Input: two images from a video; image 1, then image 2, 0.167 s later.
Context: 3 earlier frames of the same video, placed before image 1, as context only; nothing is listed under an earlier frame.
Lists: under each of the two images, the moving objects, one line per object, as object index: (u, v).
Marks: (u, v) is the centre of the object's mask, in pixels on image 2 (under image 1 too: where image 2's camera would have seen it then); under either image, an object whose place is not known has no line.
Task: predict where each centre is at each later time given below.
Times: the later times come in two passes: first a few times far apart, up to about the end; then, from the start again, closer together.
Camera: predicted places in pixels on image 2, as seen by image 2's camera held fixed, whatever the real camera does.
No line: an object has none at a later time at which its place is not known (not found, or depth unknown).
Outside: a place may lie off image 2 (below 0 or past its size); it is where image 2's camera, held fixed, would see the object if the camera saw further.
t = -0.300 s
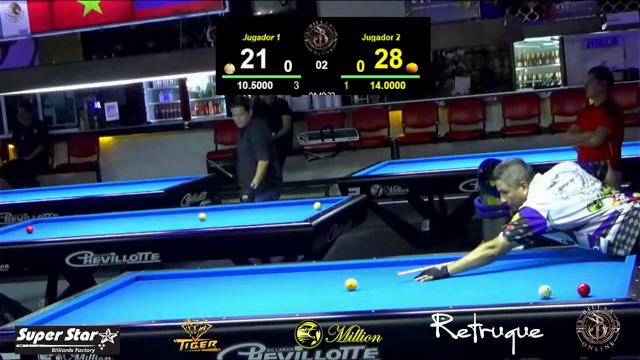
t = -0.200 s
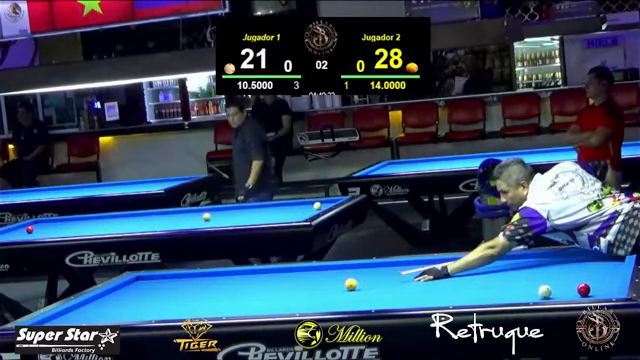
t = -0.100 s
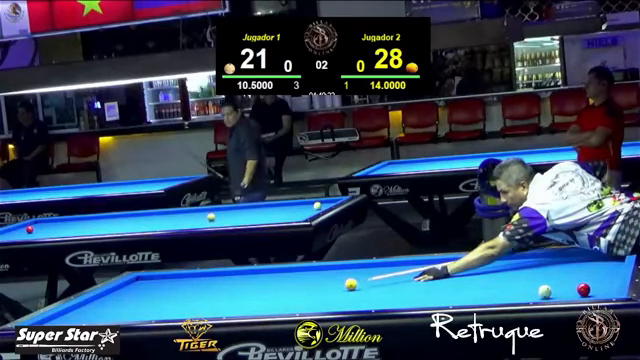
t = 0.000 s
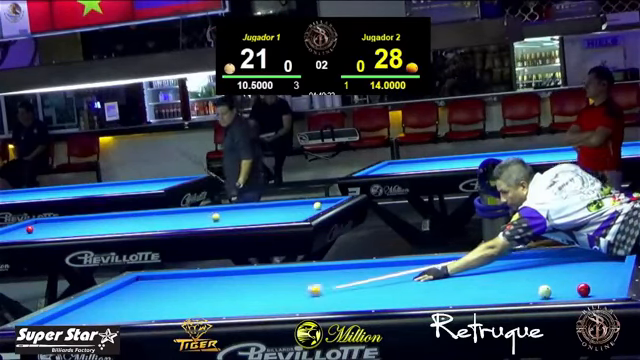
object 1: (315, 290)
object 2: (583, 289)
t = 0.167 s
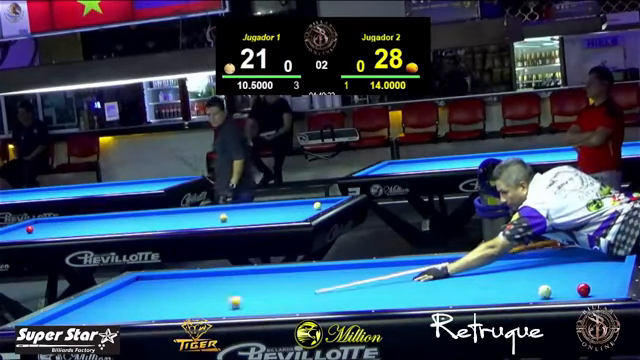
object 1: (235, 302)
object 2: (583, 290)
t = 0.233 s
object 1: (206, 307)
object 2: (583, 289)
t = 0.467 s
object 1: (100, 319)
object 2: (583, 289)
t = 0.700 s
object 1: (60, 315)
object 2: (583, 290)
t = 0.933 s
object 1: (131, 304)
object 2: (583, 289)
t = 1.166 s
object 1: (187, 294)
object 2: (583, 289)
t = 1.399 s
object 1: (239, 284)
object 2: (583, 289)
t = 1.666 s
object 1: (296, 273)
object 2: (583, 289)
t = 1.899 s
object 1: (340, 266)
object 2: (583, 289)
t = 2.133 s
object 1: (371, 268)
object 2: (583, 289)
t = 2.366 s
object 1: (403, 270)
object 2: (583, 289)
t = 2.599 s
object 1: (437, 271)
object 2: (583, 289)
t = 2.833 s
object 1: (471, 274)
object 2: (583, 289)
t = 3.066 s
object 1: (507, 275)
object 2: (583, 289)
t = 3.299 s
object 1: (545, 278)
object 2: (583, 289)
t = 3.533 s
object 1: (583, 279)
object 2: (583, 290)
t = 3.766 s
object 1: (610, 282)
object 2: (583, 290)
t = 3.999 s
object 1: (588, 287)
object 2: (578, 291)
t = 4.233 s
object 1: (575, 288)
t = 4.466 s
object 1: (564, 289)
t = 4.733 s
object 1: (556, 289)
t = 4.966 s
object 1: (552, 289)
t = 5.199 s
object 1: (550, 288)
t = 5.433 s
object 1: (547, 288)
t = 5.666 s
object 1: (545, 288)
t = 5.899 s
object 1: (544, 288)
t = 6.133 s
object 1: (544, 288)
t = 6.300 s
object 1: (544, 287)
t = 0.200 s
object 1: (220, 304)
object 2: (583, 289)
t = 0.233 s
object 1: (206, 307)
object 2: (583, 289)
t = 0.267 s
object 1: (190, 310)
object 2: (583, 290)
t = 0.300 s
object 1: (175, 311)
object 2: (583, 289)
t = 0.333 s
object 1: (160, 314)
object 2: (583, 289)
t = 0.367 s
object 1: (145, 315)
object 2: (583, 289)
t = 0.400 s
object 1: (130, 316)
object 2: (583, 289)
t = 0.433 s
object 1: (114, 317)
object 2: (583, 289)
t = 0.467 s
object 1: (100, 319)
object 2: (583, 289)
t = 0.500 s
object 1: (93, 319)
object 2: (583, 289)
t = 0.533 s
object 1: (84, 319)
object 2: (583, 290)
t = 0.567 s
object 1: (75, 319)
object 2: (583, 290)
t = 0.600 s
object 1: (67, 318)
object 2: (583, 290)
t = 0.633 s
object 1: (58, 318)
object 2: (583, 290)
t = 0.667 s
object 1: (50, 318)
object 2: (583, 290)
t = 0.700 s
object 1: (60, 315)
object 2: (583, 290)
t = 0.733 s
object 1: (71, 314)
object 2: (583, 289)
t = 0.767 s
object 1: (82, 313)
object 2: (583, 290)
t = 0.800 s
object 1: (94, 310)
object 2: (583, 289)
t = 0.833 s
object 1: (104, 309)
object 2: (583, 290)
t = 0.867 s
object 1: (113, 307)
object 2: (583, 289)
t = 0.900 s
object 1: (122, 306)
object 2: (583, 289)
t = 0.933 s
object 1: (131, 304)
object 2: (583, 289)
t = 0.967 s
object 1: (140, 302)
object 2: (583, 290)
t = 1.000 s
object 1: (148, 301)
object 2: (583, 289)
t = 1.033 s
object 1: (156, 299)
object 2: (583, 290)
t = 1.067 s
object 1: (164, 298)
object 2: (583, 290)
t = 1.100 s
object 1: (171, 296)
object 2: (583, 290)
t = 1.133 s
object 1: (179, 295)
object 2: (583, 289)
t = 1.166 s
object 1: (187, 294)
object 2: (583, 289)
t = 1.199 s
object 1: (194, 292)
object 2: (583, 289)
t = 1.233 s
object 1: (202, 291)
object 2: (583, 289)
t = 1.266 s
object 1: (209, 289)
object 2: (583, 289)
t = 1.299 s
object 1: (217, 288)
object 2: (583, 289)
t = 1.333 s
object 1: (224, 287)
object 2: (583, 289)
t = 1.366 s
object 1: (232, 285)
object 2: (583, 289)
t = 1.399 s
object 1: (239, 284)
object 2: (583, 289)
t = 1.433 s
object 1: (246, 282)
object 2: (583, 290)
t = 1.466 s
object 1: (253, 281)
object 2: (583, 289)
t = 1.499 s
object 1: (261, 279)
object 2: (583, 289)
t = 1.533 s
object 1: (268, 278)
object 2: (583, 289)
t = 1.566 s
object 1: (275, 277)
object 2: (583, 289)
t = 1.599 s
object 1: (282, 276)
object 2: (583, 289)
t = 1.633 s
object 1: (289, 274)
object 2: (583, 289)
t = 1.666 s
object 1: (296, 273)
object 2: (583, 289)
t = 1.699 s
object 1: (303, 272)
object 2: (583, 289)
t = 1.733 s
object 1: (309, 270)
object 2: (583, 289)
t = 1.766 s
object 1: (316, 269)
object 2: (583, 289)
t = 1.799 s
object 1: (323, 267)
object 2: (583, 289)
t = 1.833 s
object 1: (329, 266)
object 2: (583, 289)
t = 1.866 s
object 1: (336, 266)
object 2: (583, 289)
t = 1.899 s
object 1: (340, 266)
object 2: (583, 289)
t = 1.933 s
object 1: (344, 266)
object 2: (583, 289)
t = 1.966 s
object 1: (348, 266)
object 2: (583, 289)
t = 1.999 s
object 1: (353, 267)
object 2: (583, 289)
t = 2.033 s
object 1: (357, 267)
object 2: (583, 289)
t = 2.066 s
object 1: (362, 267)
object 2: (583, 289)
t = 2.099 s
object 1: (366, 268)
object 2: (583, 289)
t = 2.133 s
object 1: (371, 268)
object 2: (583, 289)
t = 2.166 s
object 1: (376, 268)
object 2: (583, 289)
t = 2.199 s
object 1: (380, 268)
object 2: (583, 289)
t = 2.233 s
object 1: (385, 269)
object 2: (583, 289)
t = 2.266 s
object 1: (389, 269)
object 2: (583, 289)
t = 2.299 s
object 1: (394, 269)
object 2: (583, 289)
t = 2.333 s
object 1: (398, 269)
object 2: (583, 289)
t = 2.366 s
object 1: (403, 270)
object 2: (583, 289)
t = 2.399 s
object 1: (408, 270)
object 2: (583, 289)
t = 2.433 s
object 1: (412, 270)
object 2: (583, 289)
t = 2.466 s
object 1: (417, 270)
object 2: (583, 289)
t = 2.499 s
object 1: (422, 271)
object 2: (583, 289)
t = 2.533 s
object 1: (427, 271)
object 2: (583, 289)
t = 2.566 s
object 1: (432, 271)
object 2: (583, 289)
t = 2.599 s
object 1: (437, 271)
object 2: (583, 289)
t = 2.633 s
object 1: (441, 272)
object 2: (583, 289)
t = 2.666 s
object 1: (446, 272)
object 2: (583, 289)
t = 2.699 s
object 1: (451, 272)
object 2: (583, 289)
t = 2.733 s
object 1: (456, 273)
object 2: (583, 289)
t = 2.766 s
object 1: (461, 273)
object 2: (583, 289)
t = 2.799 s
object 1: (466, 273)
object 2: (583, 289)
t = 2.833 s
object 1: (471, 274)
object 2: (583, 289)
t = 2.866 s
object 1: (476, 274)
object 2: (583, 289)
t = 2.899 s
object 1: (481, 274)
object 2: (583, 289)
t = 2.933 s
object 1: (486, 274)
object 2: (583, 289)
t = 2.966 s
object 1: (492, 275)
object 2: (583, 289)
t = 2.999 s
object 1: (497, 275)
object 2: (583, 289)
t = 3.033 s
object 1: (502, 275)
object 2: (583, 289)
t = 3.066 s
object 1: (507, 275)
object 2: (583, 289)
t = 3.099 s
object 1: (512, 276)
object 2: (583, 289)
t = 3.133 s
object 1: (518, 276)
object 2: (583, 289)
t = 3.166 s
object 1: (523, 276)
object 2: (583, 289)
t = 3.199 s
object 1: (528, 277)
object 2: (583, 289)
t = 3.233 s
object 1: (534, 278)
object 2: (583, 289)
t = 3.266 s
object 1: (539, 278)
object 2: (583, 289)
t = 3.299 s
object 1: (545, 278)
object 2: (583, 289)
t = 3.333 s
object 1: (550, 278)
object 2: (583, 289)
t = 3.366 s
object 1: (556, 278)
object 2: (583, 289)
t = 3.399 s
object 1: (561, 279)
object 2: (583, 289)
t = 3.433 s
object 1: (567, 279)
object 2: (583, 289)
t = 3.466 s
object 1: (572, 279)
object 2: (583, 289)
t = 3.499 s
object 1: (577, 279)
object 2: (583, 289)
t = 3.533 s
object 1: (583, 279)
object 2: (583, 290)
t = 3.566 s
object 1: (589, 279)
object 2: (583, 289)
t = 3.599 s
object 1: (595, 281)
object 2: (583, 289)
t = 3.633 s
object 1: (600, 281)
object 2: (583, 290)
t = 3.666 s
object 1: (606, 281)
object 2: (583, 290)
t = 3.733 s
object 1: (612, 282)
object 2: (583, 290)
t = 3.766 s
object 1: (610, 282)
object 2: (583, 290)
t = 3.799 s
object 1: (606, 284)
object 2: (583, 290)
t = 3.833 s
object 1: (601, 285)
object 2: (583, 290)
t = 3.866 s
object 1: (597, 285)
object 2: (583, 290)
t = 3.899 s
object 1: (594, 286)
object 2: (583, 290)
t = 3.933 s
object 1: (592, 286)
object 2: (582, 290)
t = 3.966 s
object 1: (590, 287)
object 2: (580, 290)
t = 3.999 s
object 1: (588, 287)
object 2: (578, 291)
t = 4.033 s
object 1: (586, 287)
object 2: (576, 292)
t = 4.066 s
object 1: (584, 287)
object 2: (574, 292)
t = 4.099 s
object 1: (582, 287)
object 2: (573, 292)
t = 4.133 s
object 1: (581, 287)
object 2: (571, 293)
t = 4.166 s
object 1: (579, 288)
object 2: (570, 293)
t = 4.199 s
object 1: (577, 288)
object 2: (568, 294)
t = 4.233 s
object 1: (575, 288)
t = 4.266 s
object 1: (574, 288)
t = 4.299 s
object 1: (572, 289)
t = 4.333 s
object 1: (570, 289)
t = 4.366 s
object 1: (569, 289)
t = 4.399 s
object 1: (567, 289)
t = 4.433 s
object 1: (565, 289)
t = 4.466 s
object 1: (564, 289)
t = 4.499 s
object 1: (562, 289)
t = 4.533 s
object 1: (561, 289)
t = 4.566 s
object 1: (559, 289)
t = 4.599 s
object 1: (558, 289)
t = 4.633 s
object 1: (557, 289)
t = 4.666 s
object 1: (557, 289)
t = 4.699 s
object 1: (556, 289)
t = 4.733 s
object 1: (556, 289)
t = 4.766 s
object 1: (555, 289)
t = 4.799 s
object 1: (554, 289)
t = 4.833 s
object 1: (554, 289)
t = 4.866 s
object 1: (553, 289)
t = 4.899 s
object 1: (553, 289)
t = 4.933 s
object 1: (553, 289)
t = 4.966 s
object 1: (552, 289)
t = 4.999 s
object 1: (552, 289)
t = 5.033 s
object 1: (551, 288)
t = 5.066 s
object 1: (551, 288)
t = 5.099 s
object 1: (551, 288)
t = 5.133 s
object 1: (550, 288)
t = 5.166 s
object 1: (550, 288)
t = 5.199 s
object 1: (550, 288)
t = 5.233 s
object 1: (550, 288)
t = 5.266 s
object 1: (549, 288)
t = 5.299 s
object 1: (549, 288)
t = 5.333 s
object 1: (548, 288)
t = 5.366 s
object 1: (548, 288)
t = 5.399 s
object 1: (548, 288)
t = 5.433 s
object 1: (547, 288)
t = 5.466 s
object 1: (547, 288)
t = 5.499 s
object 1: (547, 288)
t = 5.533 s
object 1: (547, 288)
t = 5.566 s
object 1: (546, 288)
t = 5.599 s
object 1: (546, 288)
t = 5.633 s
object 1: (546, 288)
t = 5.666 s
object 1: (545, 288)
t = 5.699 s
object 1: (546, 288)
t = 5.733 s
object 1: (546, 288)
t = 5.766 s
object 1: (545, 288)
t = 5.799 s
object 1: (545, 288)
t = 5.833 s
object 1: (544, 288)
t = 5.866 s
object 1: (544, 288)
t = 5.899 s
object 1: (544, 288)
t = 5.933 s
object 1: (544, 288)
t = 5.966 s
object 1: (544, 288)
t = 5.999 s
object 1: (544, 288)
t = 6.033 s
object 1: (544, 288)
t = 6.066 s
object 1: (544, 288)
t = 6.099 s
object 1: (544, 288)
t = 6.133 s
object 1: (544, 288)
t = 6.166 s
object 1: (544, 288)
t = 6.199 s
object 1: (544, 288)
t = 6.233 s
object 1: (544, 288)
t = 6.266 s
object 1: (544, 287)
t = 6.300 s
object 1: (544, 287)
